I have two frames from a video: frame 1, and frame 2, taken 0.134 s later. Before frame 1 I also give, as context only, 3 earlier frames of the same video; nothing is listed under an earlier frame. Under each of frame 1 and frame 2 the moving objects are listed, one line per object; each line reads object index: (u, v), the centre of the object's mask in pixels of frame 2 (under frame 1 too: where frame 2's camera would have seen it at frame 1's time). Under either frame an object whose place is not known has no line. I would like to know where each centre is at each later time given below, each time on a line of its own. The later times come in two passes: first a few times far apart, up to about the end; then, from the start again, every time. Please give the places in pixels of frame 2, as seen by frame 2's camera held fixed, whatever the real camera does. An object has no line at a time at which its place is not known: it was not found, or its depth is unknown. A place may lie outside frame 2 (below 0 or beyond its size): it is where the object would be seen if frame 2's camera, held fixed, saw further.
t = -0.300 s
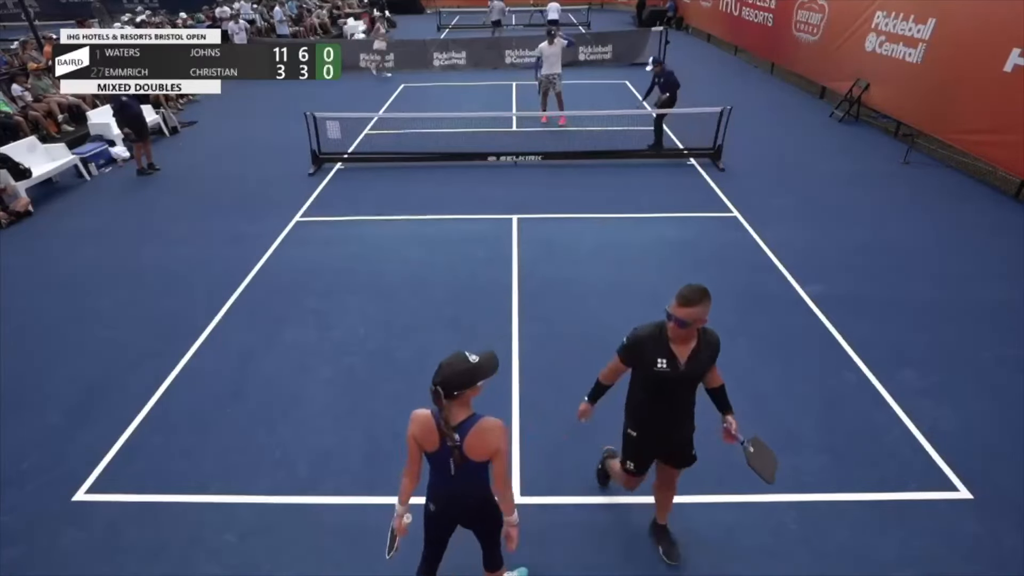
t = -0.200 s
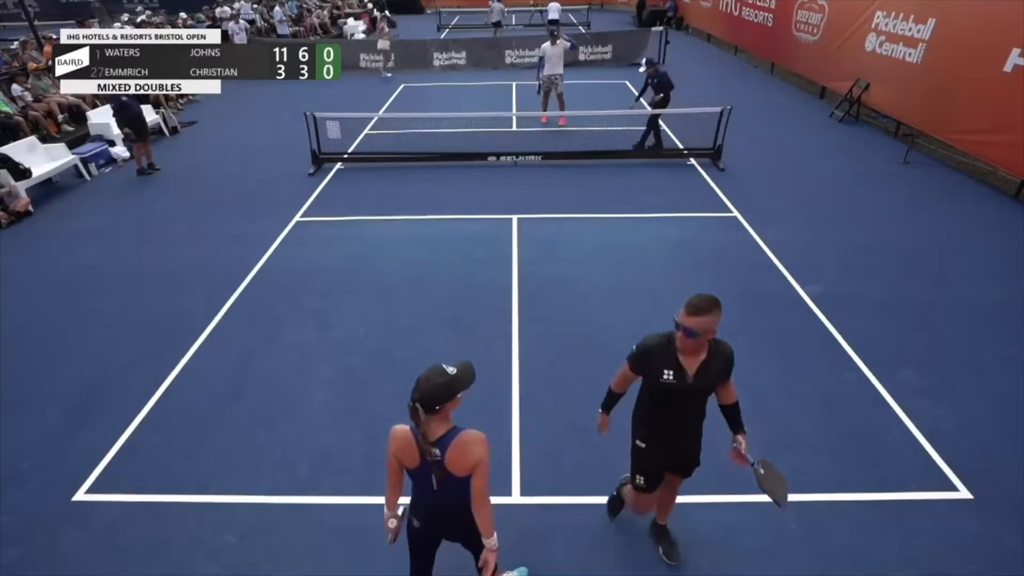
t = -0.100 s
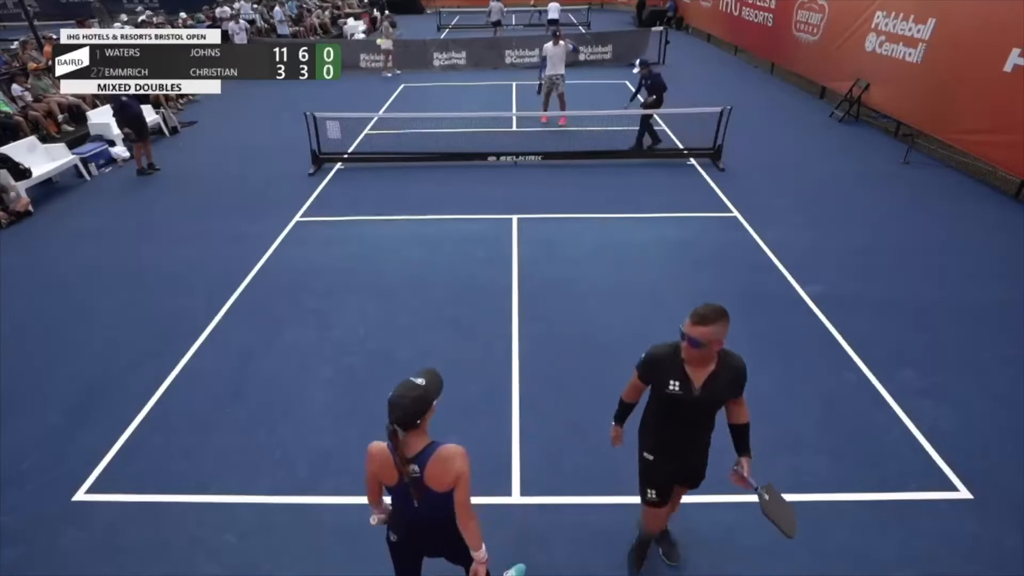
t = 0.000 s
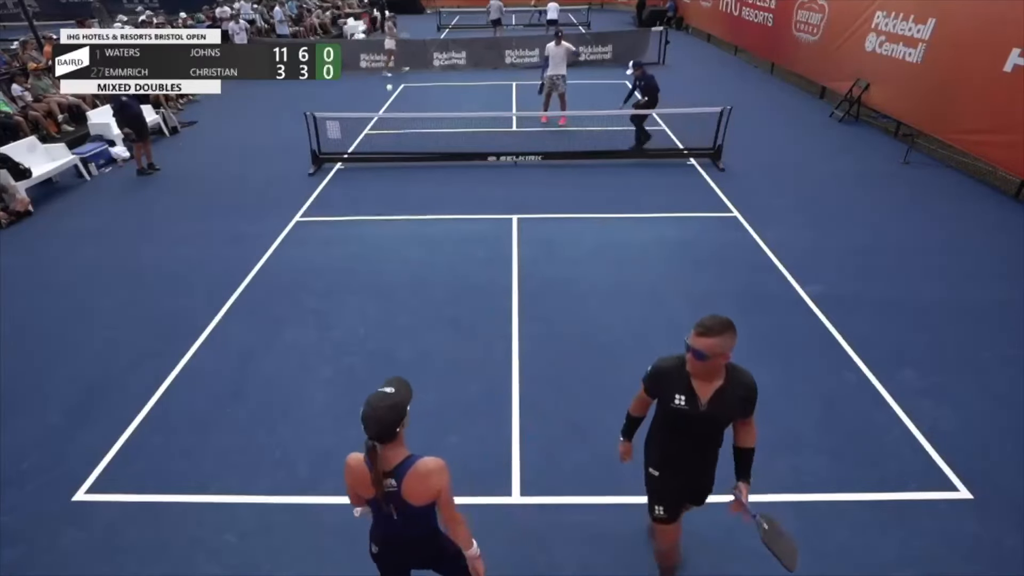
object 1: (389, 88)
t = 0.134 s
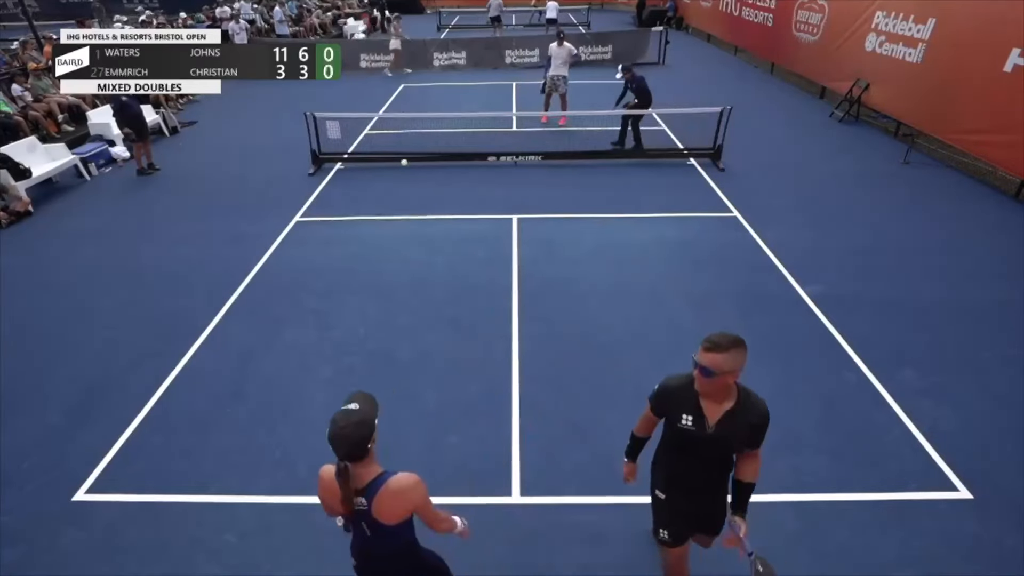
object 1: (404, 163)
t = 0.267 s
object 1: (414, 219)
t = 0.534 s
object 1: (408, 190)
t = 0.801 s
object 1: (410, 234)
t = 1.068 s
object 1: (422, 369)
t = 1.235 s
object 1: (430, 426)
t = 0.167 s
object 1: (408, 183)
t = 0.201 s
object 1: (412, 205)
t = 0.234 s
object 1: (415, 225)
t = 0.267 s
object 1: (414, 219)
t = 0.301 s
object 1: (413, 213)
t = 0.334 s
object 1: (412, 207)
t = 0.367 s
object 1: (412, 202)
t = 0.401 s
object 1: (411, 198)
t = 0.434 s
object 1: (410, 195)
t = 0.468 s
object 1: (409, 192)
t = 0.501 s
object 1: (409, 191)
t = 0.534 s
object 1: (408, 190)
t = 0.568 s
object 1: (408, 191)
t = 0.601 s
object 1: (408, 193)
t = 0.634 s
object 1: (407, 197)
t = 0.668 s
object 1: (408, 202)
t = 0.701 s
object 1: (408, 208)
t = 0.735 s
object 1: (408, 215)
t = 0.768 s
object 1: (409, 224)
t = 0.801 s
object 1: (410, 234)
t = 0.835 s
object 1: (410, 245)
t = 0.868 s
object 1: (411, 259)
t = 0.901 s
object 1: (413, 273)
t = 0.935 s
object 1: (414, 290)
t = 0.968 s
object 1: (416, 307)
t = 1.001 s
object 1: (418, 327)
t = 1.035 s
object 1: (420, 347)
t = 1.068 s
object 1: (422, 369)
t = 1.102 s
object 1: (425, 392)
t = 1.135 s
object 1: (428, 415)
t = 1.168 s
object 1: (428, 417)
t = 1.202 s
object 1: (429, 421)
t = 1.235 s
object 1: (430, 426)
